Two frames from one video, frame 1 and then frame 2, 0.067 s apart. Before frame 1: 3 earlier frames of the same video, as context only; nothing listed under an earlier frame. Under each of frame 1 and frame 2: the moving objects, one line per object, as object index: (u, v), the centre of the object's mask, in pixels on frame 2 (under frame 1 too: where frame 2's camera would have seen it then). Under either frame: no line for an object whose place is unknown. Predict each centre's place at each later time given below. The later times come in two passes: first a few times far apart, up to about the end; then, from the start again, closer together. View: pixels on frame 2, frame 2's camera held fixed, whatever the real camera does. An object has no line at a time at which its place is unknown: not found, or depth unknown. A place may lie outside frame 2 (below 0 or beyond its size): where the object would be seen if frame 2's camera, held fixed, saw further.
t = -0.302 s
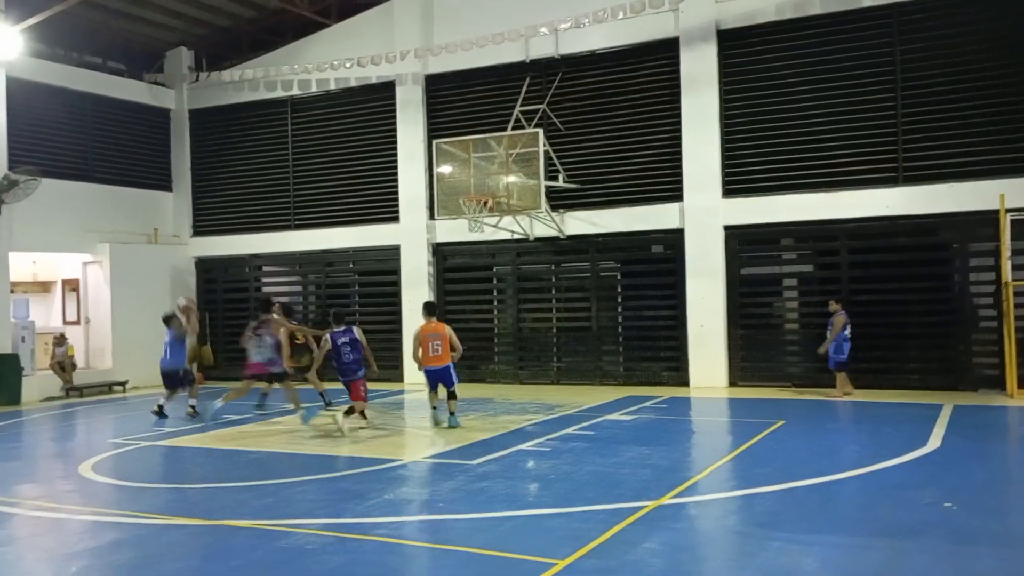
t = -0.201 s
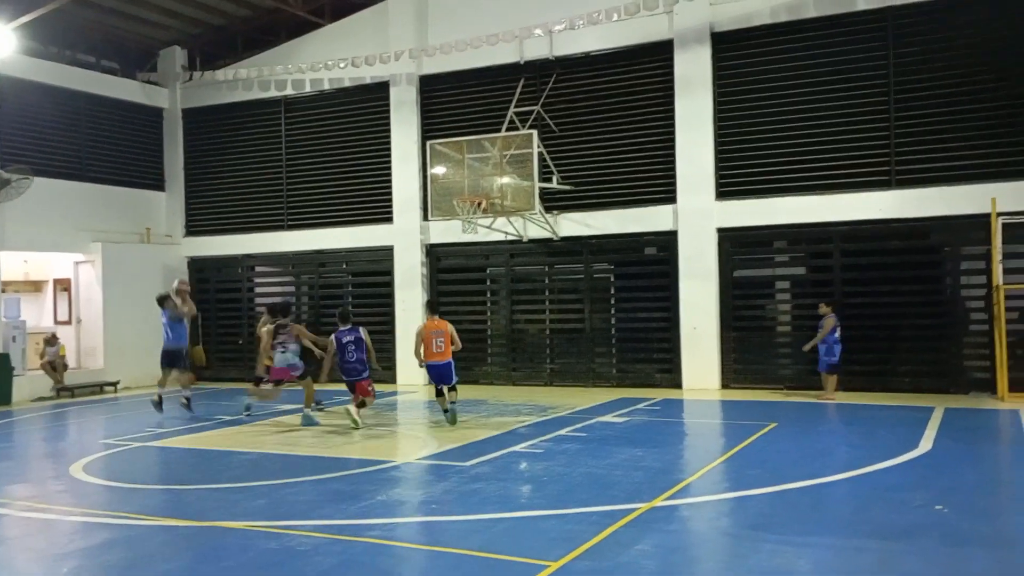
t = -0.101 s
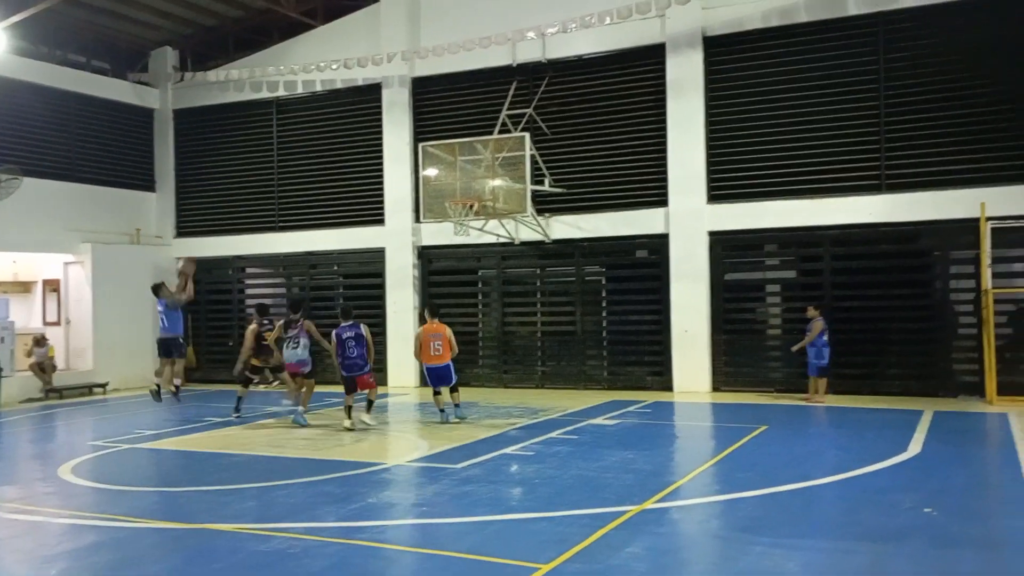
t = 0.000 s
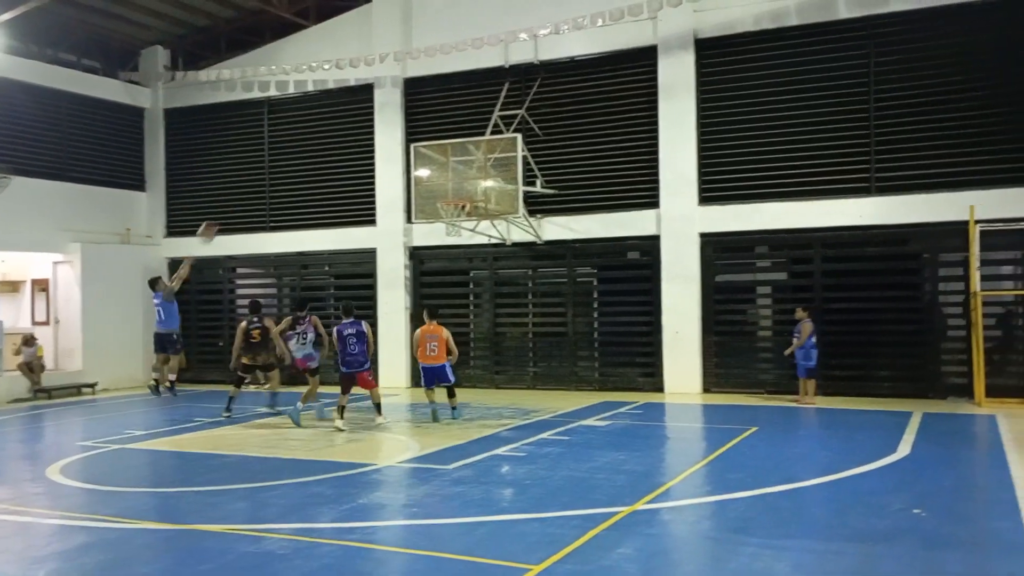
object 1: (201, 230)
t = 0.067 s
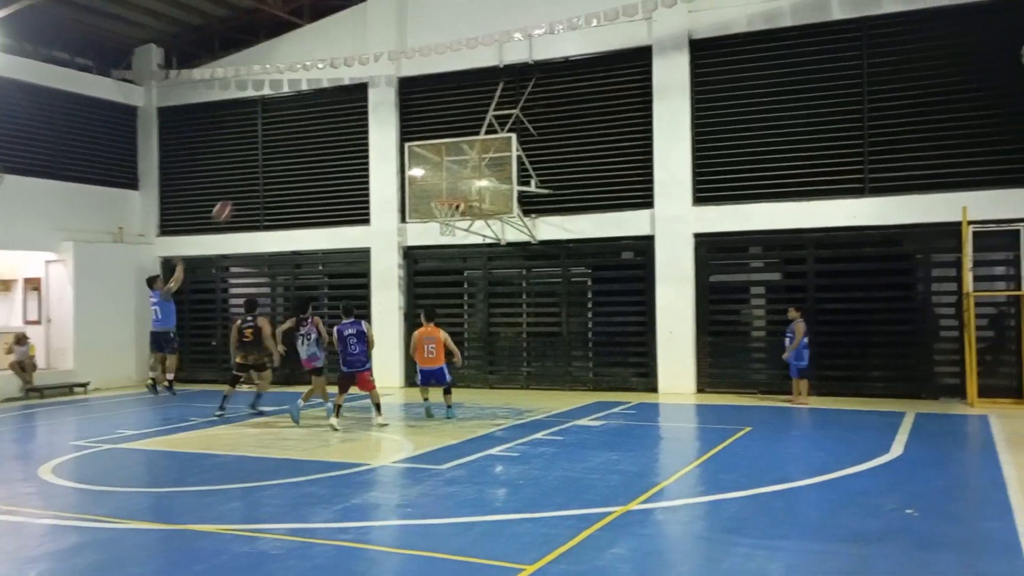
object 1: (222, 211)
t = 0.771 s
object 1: (439, 187)
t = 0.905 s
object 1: (453, 191)
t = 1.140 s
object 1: (449, 187)
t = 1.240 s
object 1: (446, 200)
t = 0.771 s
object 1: (439, 187)
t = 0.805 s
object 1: (450, 194)
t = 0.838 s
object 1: (453, 196)
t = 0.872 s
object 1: (453, 193)
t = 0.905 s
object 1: (453, 191)
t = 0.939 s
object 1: (451, 188)
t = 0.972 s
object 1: (451, 185)
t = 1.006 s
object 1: (451, 184)
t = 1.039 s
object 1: (450, 184)
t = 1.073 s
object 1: (450, 185)
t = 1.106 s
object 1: (450, 186)
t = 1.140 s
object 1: (449, 187)
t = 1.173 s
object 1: (449, 190)
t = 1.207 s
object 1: (449, 194)
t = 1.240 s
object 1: (446, 200)
